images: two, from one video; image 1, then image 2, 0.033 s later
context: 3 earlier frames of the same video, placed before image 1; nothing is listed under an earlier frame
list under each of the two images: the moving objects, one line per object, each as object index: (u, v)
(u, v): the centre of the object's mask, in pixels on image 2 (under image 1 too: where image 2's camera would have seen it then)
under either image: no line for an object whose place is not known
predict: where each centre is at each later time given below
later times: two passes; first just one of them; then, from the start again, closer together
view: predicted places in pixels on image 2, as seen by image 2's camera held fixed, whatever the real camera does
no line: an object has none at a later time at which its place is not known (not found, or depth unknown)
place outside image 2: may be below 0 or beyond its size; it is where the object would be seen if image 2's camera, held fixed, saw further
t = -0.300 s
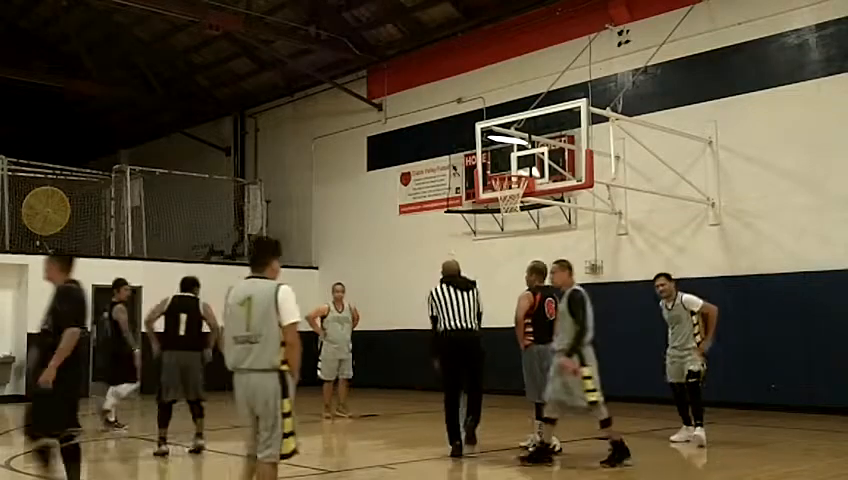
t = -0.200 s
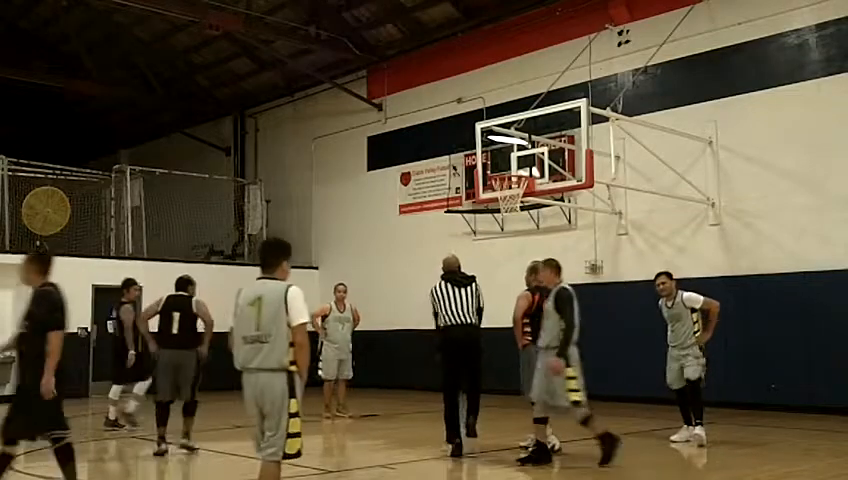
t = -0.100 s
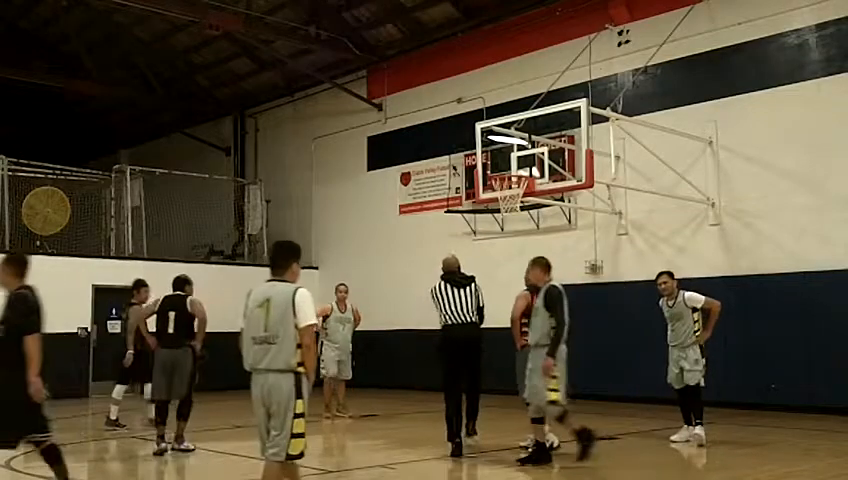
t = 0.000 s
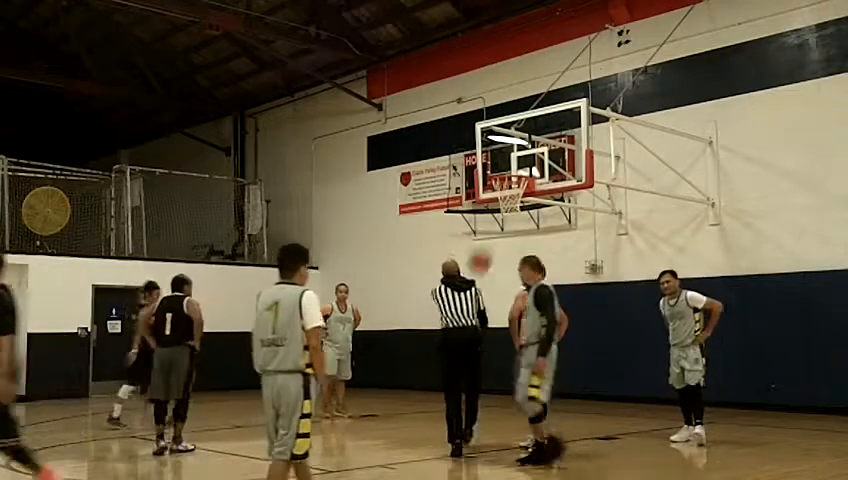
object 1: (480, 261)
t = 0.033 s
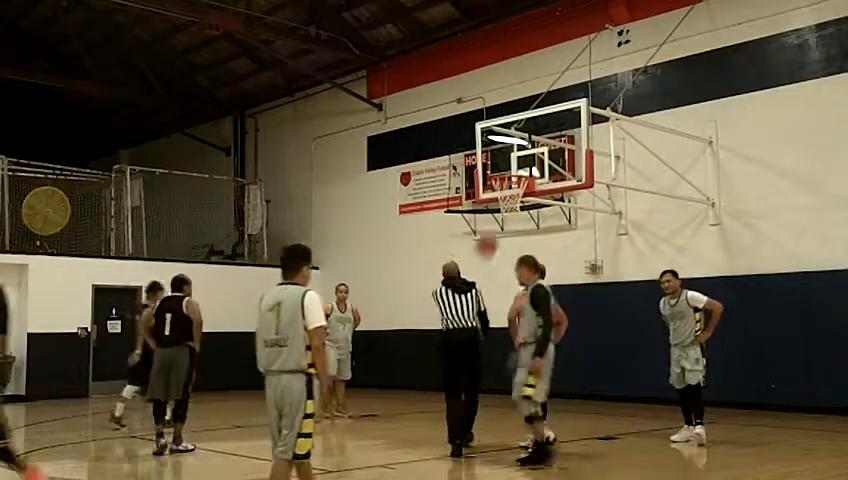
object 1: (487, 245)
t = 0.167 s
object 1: (508, 192)
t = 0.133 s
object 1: (504, 200)
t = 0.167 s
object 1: (508, 192)
